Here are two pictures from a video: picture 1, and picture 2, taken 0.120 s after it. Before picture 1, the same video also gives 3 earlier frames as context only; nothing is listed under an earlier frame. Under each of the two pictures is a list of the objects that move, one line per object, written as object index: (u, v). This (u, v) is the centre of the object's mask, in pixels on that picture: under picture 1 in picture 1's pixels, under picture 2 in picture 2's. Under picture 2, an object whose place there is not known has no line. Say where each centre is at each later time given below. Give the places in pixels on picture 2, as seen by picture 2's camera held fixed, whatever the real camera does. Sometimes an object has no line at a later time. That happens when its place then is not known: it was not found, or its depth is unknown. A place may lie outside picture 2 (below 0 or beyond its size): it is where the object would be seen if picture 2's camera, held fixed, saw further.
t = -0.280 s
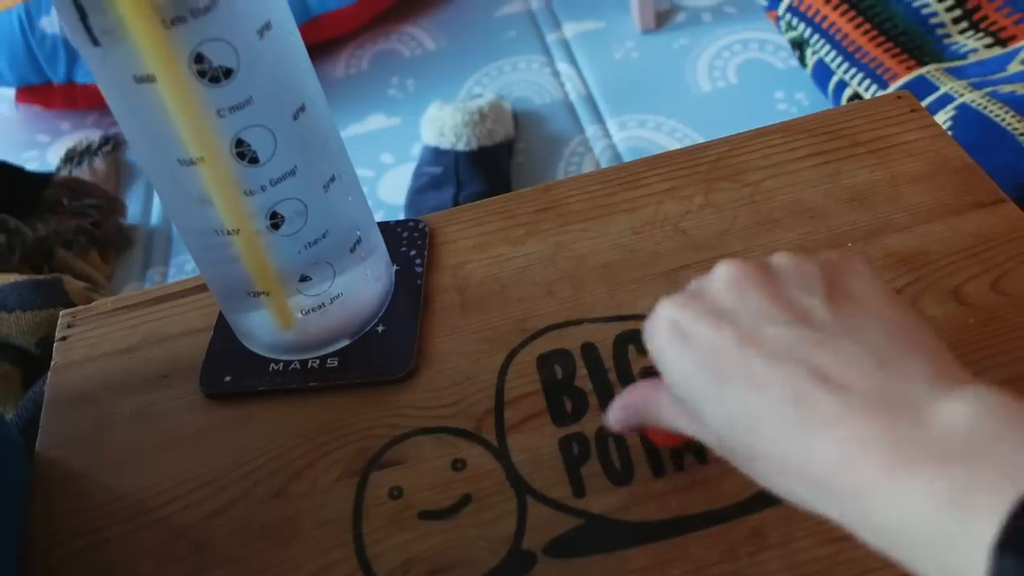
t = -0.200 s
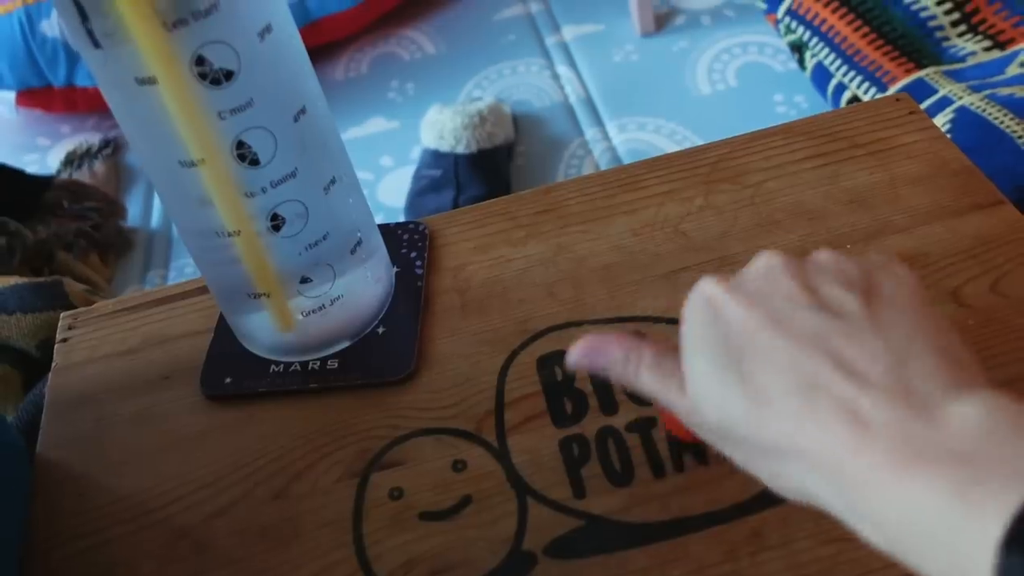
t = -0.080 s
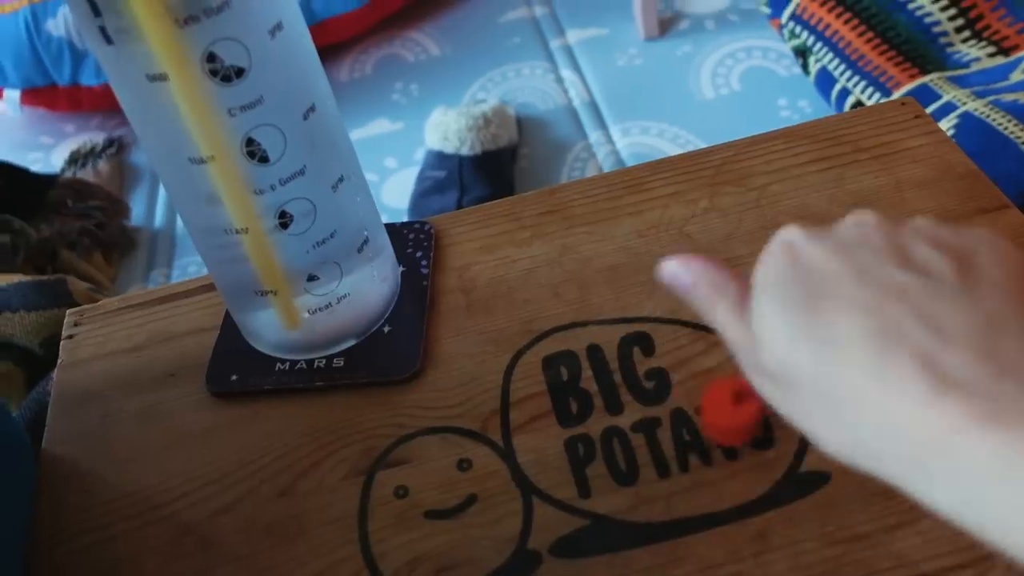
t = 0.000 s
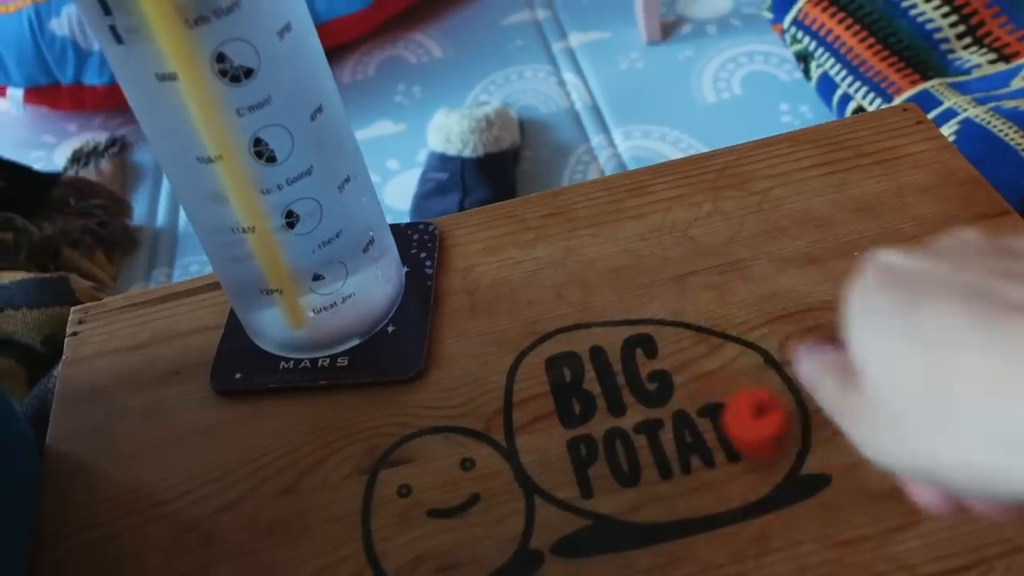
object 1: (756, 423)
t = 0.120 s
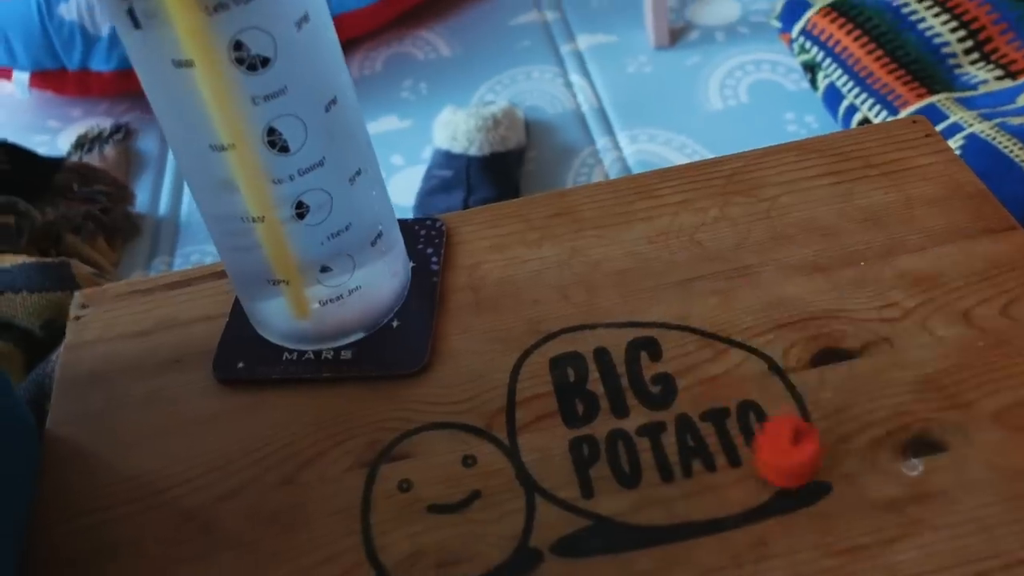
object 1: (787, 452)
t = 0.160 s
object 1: (795, 460)
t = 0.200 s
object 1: (800, 467)
